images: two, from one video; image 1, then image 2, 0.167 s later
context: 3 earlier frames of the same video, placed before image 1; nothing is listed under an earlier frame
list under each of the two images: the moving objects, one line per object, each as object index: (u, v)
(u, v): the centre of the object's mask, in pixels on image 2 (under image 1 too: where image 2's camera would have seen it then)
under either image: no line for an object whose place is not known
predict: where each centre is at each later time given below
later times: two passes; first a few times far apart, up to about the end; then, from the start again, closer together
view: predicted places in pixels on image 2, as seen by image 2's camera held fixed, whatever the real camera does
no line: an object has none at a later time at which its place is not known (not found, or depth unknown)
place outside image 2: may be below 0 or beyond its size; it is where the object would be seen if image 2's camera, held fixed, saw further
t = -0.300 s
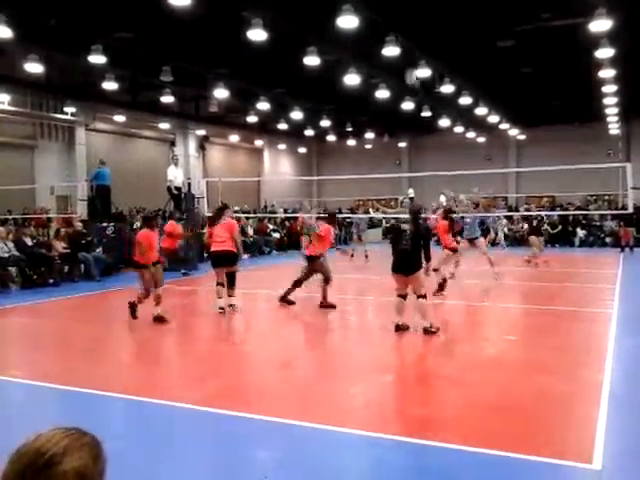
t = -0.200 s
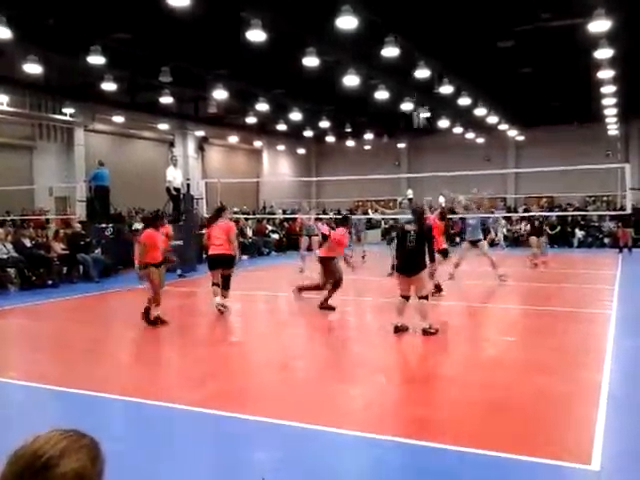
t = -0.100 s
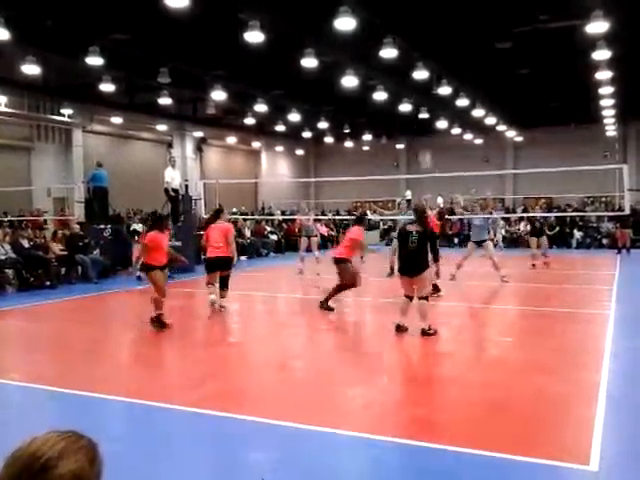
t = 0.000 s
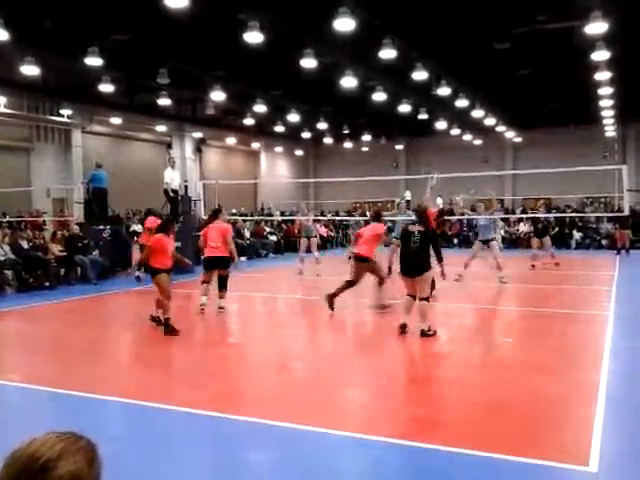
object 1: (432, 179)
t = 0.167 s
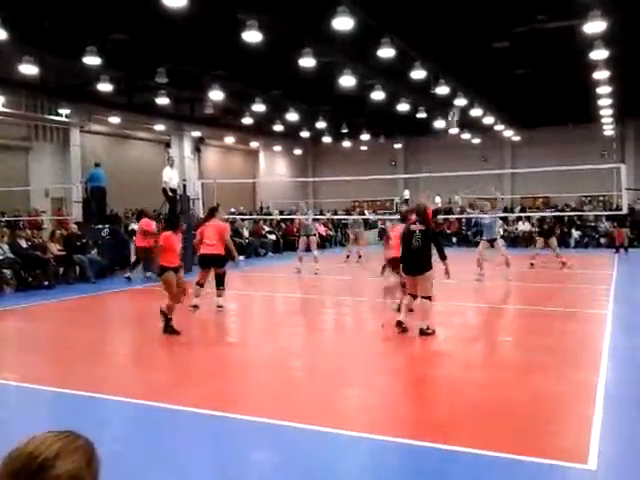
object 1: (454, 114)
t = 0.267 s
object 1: (465, 87)
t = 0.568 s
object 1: (503, 29)
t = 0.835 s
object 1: (537, 20)
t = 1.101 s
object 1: (571, 54)
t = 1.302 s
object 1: (592, 107)
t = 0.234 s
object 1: (462, 92)
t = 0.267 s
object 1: (465, 87)
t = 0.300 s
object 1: (470, 77)
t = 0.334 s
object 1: (474, 69)
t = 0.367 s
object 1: (478, 61)
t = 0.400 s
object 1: (482, 54)
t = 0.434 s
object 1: (486, 48)
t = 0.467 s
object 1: (490, 43)
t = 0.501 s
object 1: (494, 37)
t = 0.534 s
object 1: (499, 32)
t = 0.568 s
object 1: (503, 29)
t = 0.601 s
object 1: (507, 26)
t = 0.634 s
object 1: (511, 23)
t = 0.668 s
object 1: (515, 21)
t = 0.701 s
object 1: (519, 20)
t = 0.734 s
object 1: (524, 18)
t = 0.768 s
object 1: (528, 18)
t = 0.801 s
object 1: (532, 18)
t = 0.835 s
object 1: (537, 20)
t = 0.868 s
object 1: (541, 21)
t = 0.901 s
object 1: (545, 24)
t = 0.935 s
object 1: (549, 27)
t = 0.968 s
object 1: (553, 31)
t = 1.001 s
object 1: (558, 35)
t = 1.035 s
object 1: (562, 41)
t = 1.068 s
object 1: (566, 47)
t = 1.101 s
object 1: (571, 54)
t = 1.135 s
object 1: (575, 61)
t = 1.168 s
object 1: (579, 68)
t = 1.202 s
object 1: (583, 77)
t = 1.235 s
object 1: (587, 86)
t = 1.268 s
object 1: (590, 96)
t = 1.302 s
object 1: (592, 107)
